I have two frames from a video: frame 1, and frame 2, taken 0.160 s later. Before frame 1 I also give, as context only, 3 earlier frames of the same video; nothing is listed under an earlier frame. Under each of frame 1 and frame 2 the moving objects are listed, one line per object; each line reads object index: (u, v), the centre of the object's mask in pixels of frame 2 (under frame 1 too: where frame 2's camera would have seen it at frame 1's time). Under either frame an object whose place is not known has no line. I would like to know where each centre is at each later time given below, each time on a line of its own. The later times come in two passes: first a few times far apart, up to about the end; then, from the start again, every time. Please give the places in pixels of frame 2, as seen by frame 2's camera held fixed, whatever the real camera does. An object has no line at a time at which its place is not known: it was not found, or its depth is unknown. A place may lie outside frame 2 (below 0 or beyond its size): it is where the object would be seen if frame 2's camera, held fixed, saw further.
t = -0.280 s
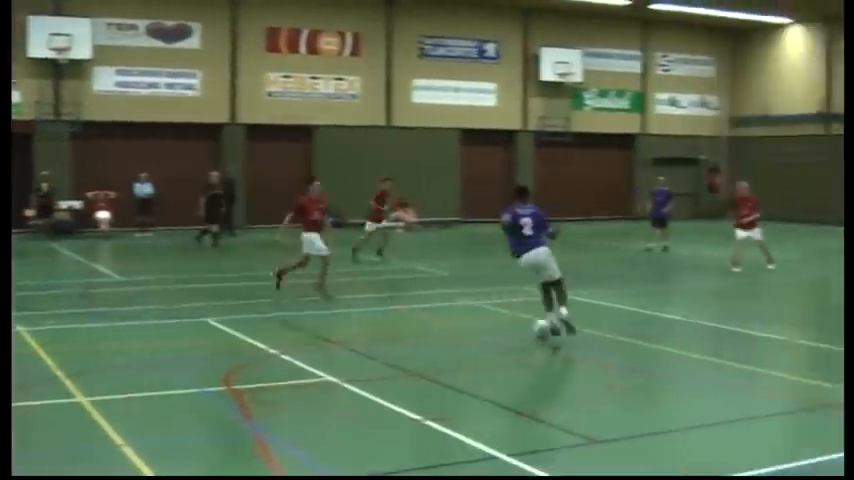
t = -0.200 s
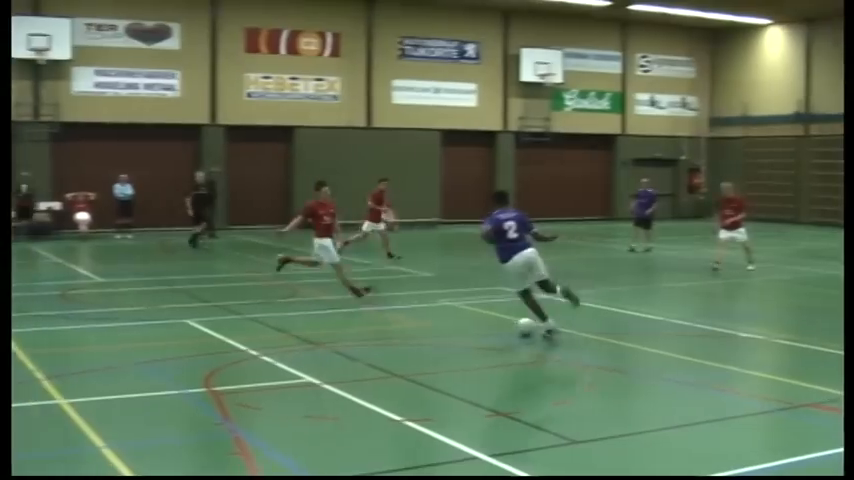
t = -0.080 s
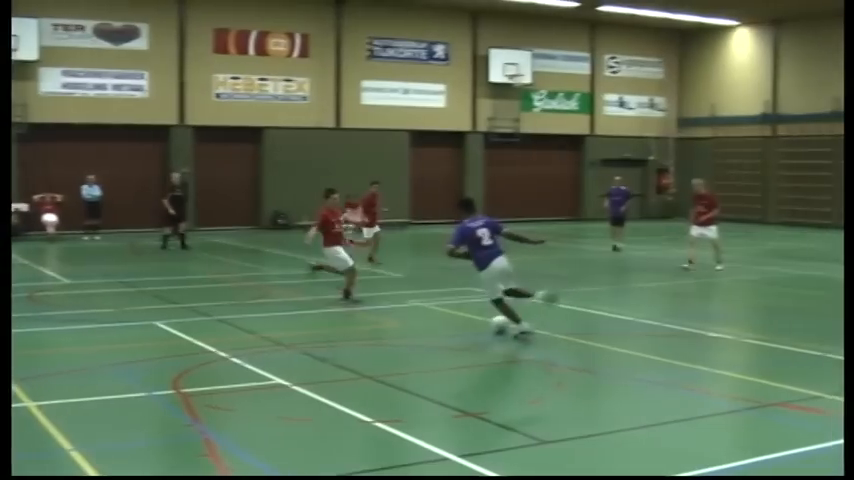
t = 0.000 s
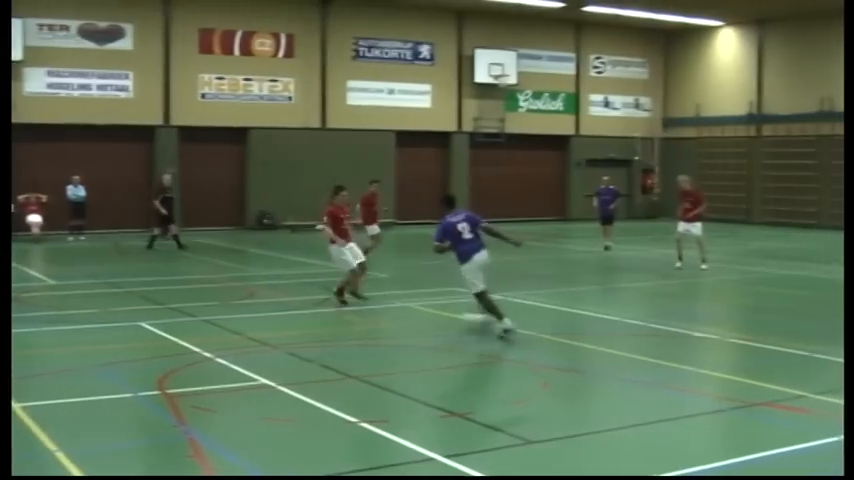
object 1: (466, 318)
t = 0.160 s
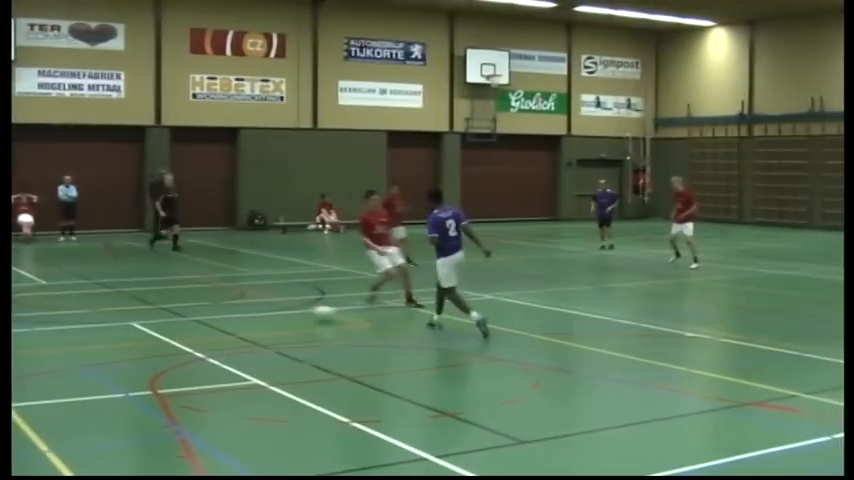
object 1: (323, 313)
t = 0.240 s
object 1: (267, 310)
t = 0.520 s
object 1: (105, 300)
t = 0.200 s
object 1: (293, 310)
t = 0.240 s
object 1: (267, 310)
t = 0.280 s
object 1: (240, 309)
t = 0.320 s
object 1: (214, 307)
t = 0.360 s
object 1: (190, 306)
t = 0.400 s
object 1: (167, 304)
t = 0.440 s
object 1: (145, 303)
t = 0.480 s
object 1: (125, 302)
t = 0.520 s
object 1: (105, 300)
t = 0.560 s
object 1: (85, 300)
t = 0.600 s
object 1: (68, 298)
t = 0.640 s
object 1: (49, 297)
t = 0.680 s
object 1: (29, 298)
